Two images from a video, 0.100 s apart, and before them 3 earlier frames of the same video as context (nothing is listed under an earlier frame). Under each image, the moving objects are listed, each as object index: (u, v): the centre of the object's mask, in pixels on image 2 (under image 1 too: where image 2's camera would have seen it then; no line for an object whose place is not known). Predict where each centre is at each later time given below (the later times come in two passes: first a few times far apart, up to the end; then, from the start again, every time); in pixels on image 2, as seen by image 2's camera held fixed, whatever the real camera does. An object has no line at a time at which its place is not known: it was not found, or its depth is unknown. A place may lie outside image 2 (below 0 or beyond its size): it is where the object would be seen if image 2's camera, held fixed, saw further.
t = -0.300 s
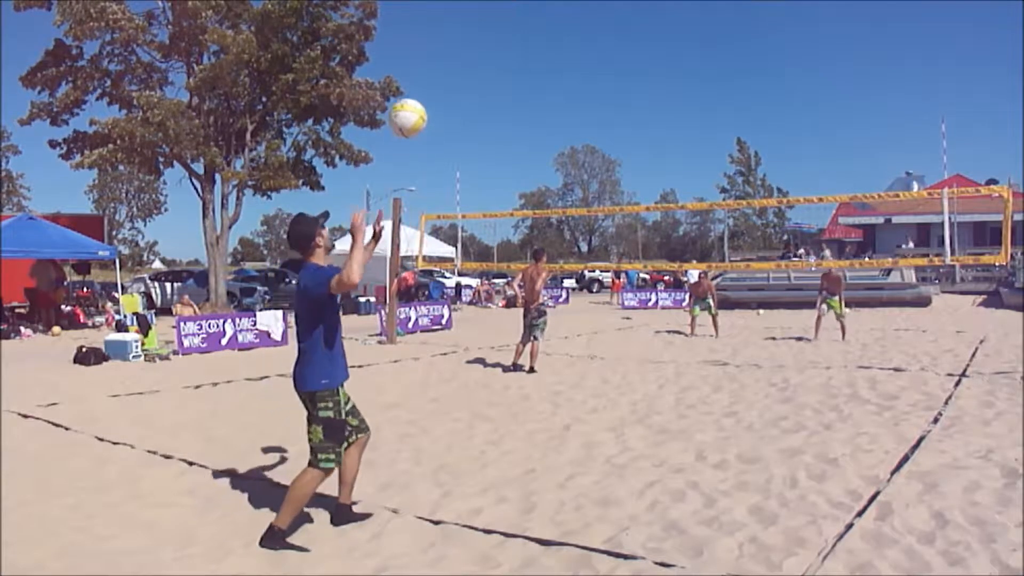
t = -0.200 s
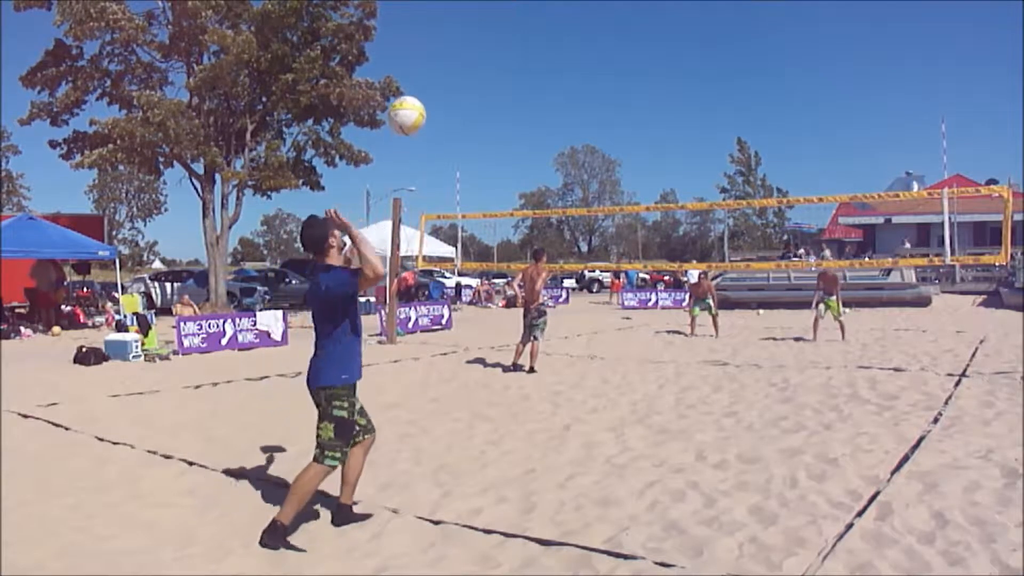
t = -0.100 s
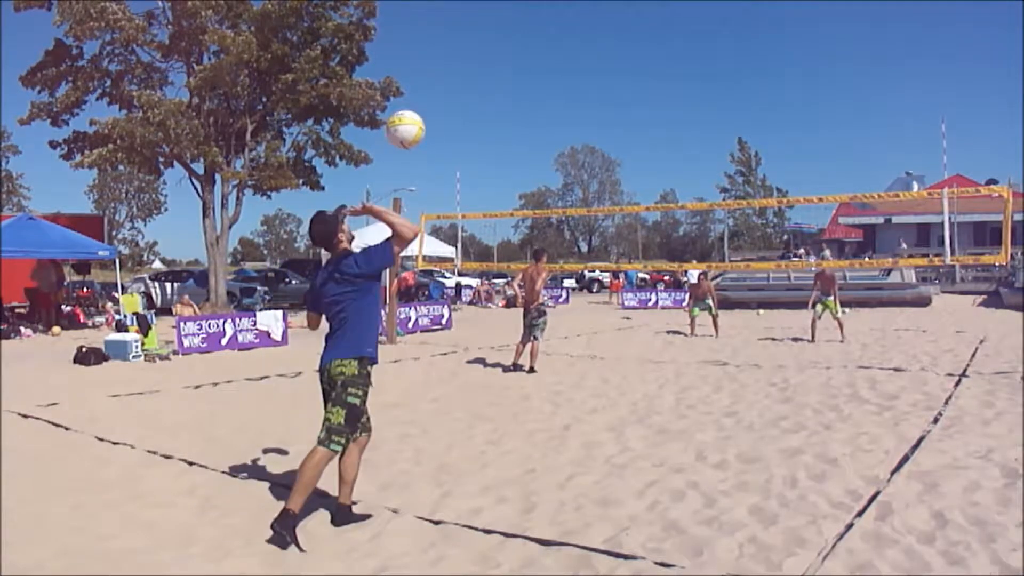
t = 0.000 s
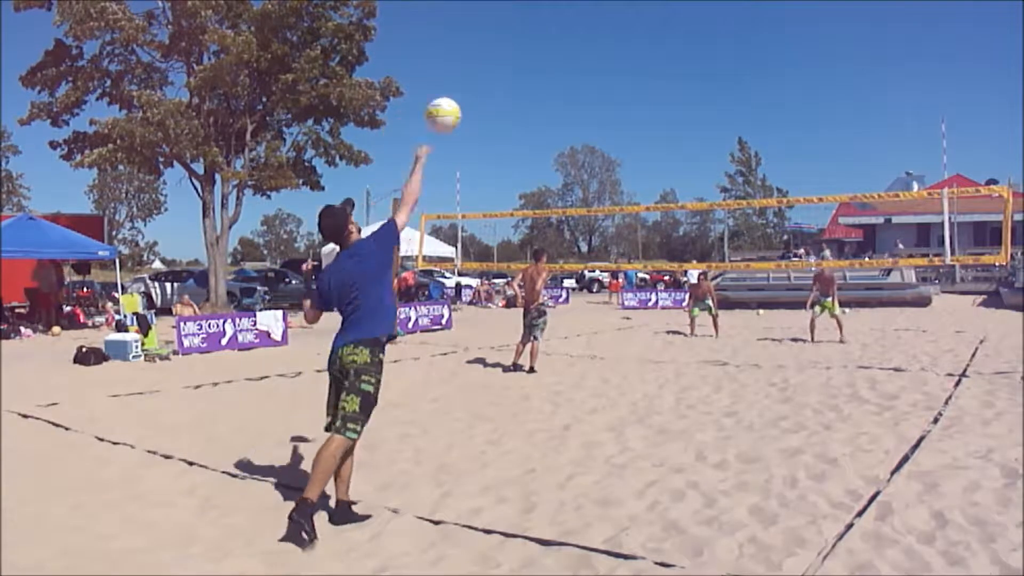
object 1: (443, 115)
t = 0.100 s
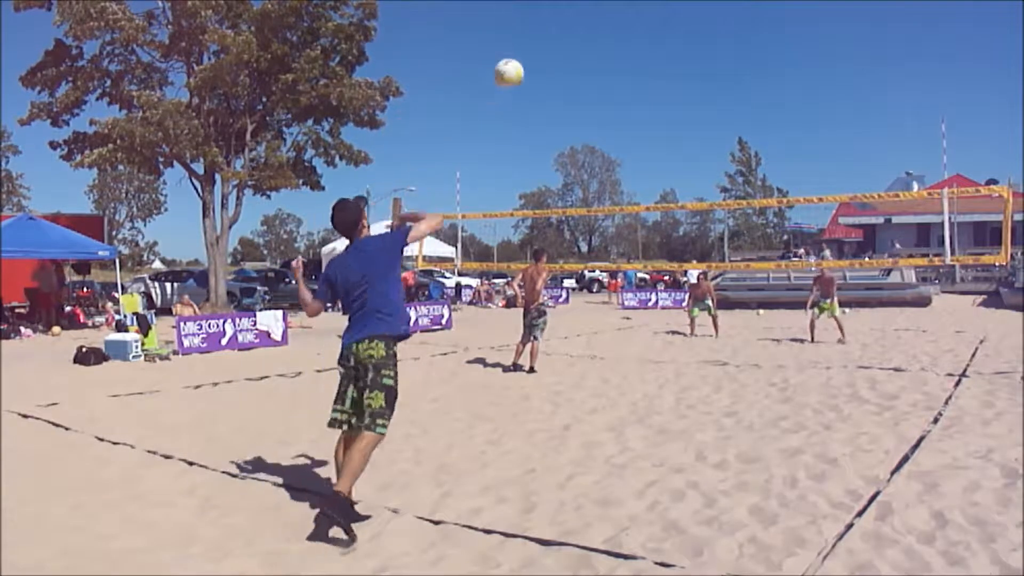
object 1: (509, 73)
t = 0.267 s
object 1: (578, 51)
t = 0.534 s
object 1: (639, 78)
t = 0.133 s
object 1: (526, 65)
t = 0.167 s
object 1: (541, 58)
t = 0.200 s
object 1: (555, 55)
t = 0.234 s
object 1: (567, 52)
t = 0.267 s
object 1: (578, 51)
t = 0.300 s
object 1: (588, 51)
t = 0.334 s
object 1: (598, 53)
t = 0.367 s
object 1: (606, 55)
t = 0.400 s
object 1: (614, 58)
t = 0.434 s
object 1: (621, 62)
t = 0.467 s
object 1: (628, 67)
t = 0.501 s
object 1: (633, 72)
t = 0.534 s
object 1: (639, 78)
